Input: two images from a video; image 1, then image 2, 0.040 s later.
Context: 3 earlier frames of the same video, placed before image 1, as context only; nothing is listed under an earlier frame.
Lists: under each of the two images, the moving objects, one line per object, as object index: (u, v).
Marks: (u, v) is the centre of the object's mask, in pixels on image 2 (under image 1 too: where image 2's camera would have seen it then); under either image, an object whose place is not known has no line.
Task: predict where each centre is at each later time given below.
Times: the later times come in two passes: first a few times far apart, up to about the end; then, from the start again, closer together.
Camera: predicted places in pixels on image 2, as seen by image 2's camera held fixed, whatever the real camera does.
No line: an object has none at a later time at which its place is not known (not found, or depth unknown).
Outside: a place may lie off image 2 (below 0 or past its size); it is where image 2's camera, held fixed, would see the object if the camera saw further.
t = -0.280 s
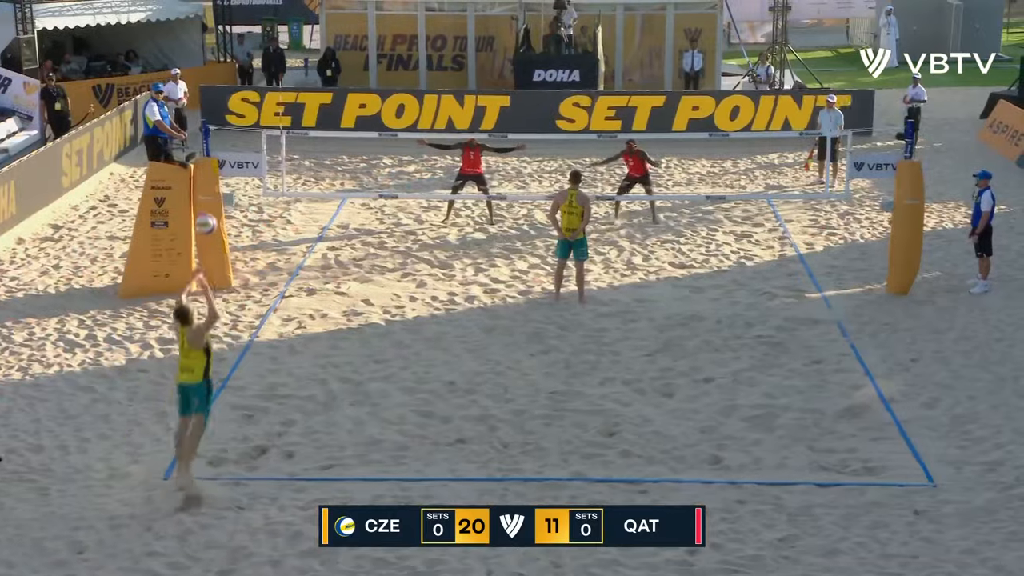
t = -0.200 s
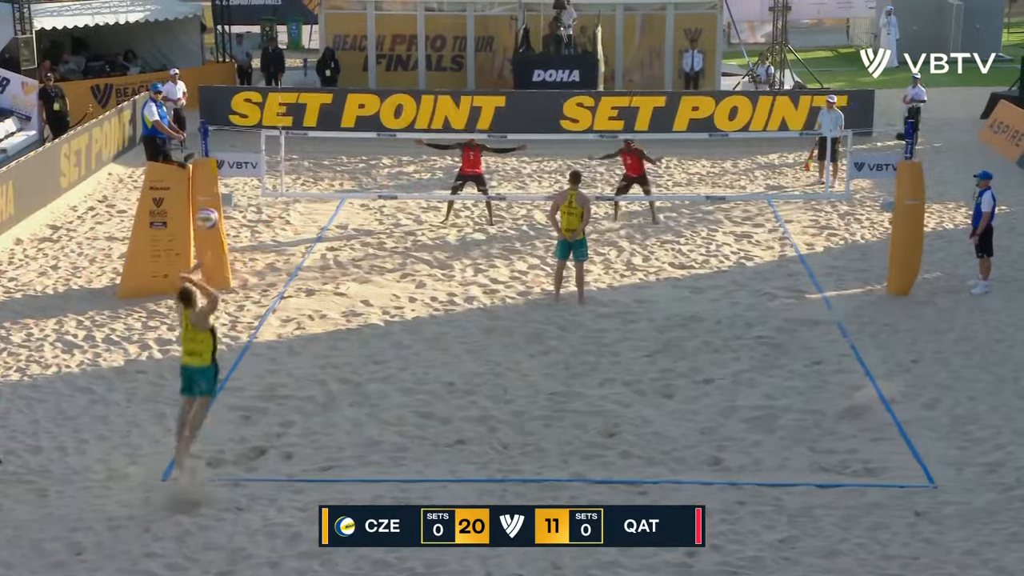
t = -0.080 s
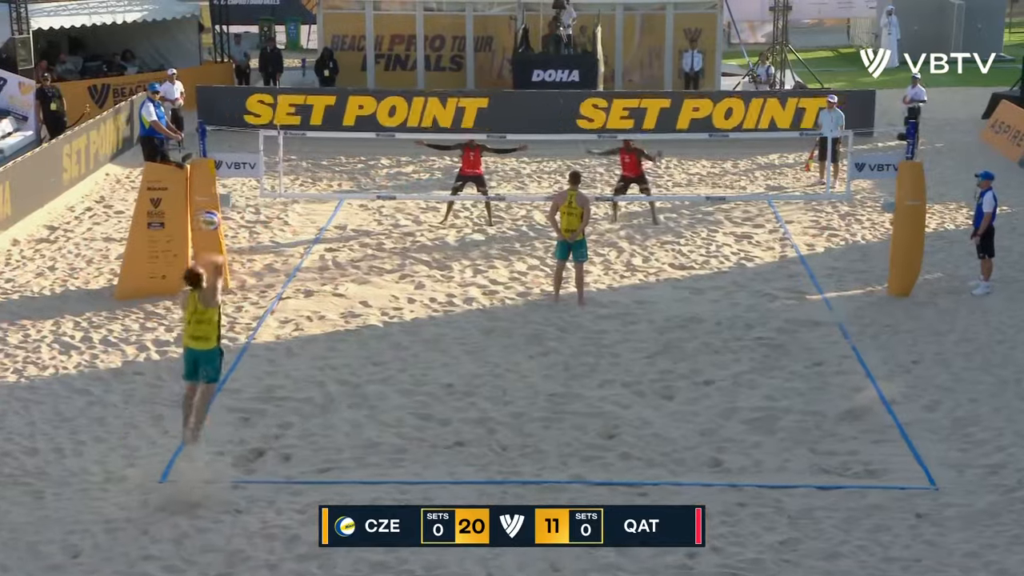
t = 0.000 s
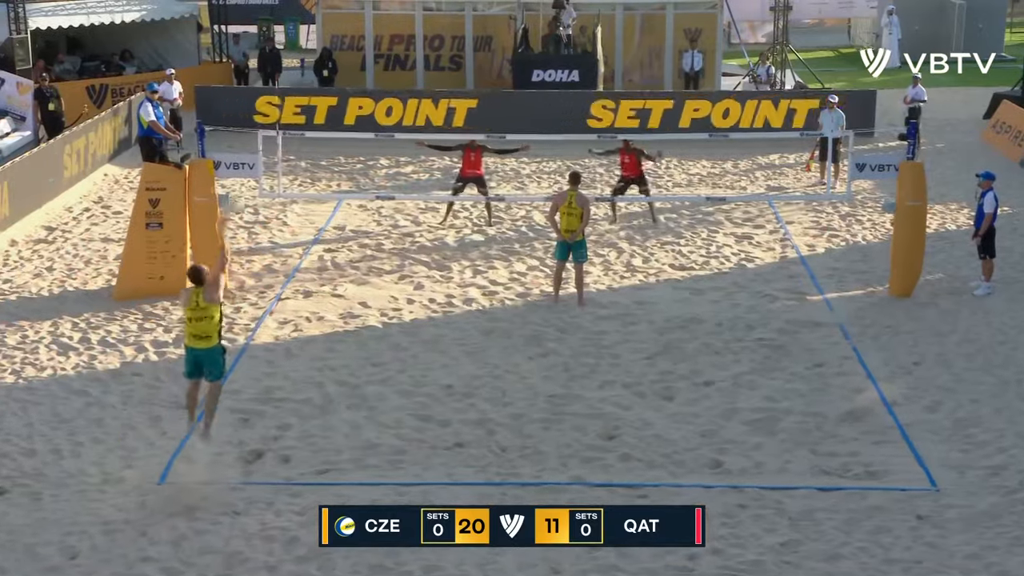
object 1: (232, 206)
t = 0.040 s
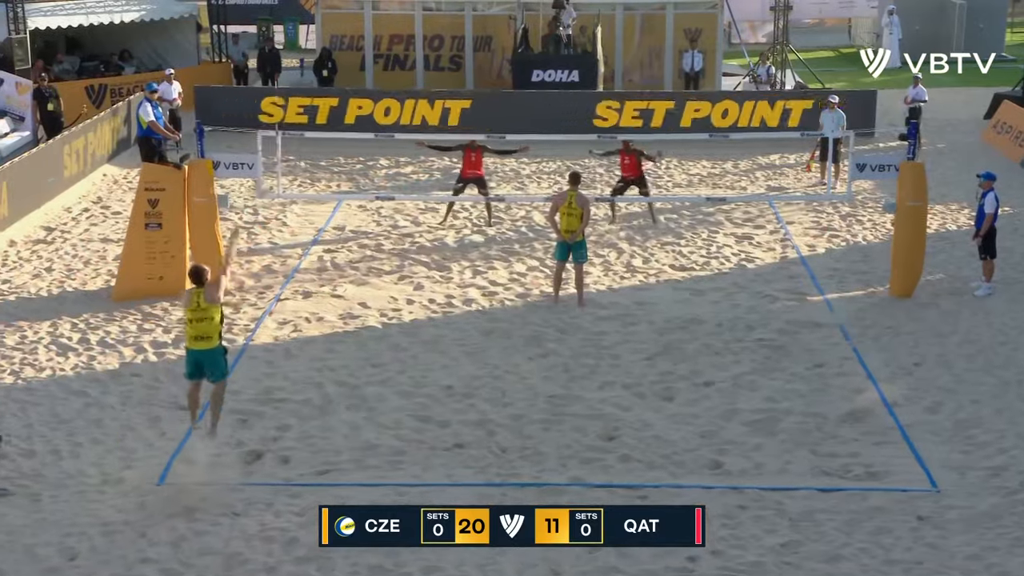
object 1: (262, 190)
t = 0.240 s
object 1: (367, 124)
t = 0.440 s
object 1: (452, 101)
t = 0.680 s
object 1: (533, 113)
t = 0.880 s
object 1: (588, 148)
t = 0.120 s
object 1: (311, 152)
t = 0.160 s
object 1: (332, 139)
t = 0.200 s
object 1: (349, 129)
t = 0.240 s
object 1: (367, 124)
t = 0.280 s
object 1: (386, 115)
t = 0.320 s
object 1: (404, 108)
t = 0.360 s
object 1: (422, 103)
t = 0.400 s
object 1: (436, 102)
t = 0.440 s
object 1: (452, 101)
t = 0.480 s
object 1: (467, 100)
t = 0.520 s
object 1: (481, 100)
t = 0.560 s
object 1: (495, 102)
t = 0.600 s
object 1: (508, 105)
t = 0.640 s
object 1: (521, 109)
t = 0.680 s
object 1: (533, 113)
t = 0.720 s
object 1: (545, 119)
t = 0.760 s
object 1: (556, 125)
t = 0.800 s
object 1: (568, 130)
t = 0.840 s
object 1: (578, 140)
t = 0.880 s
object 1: (588, 148)
